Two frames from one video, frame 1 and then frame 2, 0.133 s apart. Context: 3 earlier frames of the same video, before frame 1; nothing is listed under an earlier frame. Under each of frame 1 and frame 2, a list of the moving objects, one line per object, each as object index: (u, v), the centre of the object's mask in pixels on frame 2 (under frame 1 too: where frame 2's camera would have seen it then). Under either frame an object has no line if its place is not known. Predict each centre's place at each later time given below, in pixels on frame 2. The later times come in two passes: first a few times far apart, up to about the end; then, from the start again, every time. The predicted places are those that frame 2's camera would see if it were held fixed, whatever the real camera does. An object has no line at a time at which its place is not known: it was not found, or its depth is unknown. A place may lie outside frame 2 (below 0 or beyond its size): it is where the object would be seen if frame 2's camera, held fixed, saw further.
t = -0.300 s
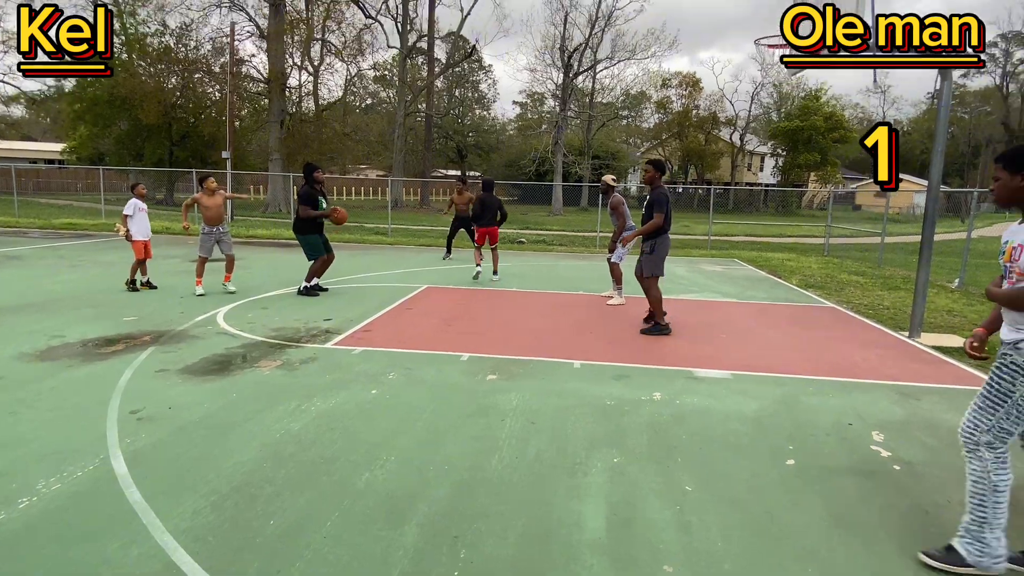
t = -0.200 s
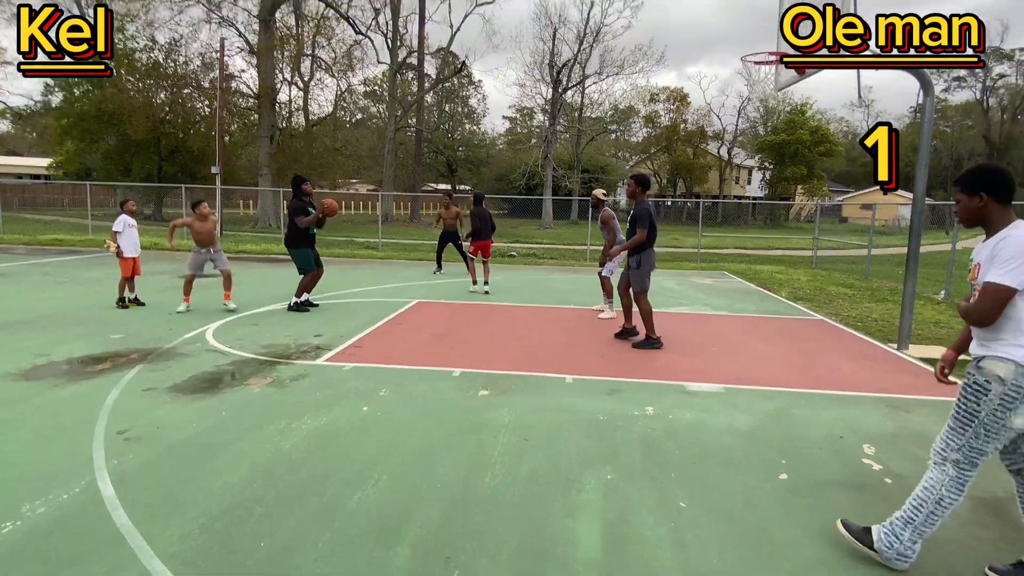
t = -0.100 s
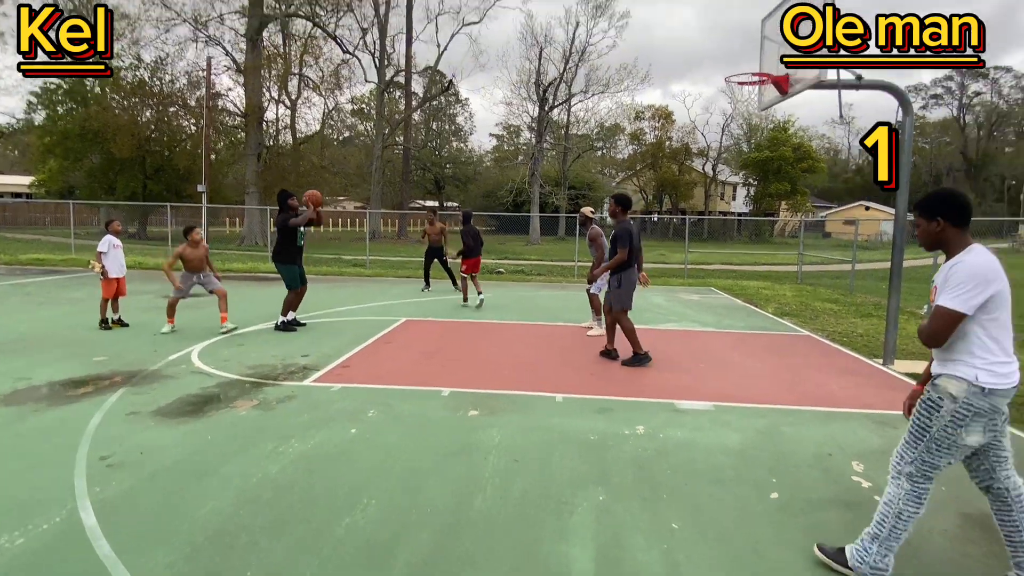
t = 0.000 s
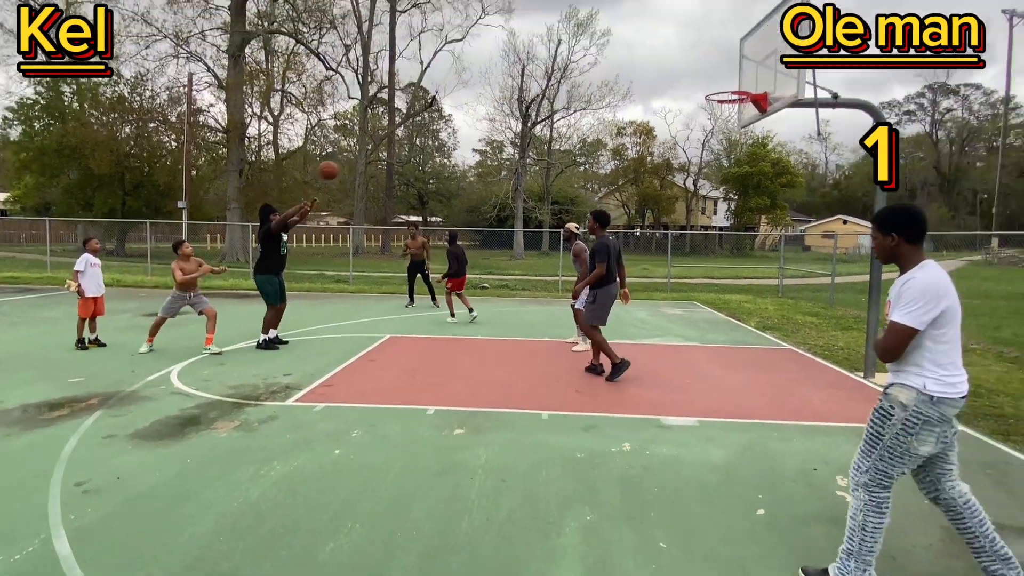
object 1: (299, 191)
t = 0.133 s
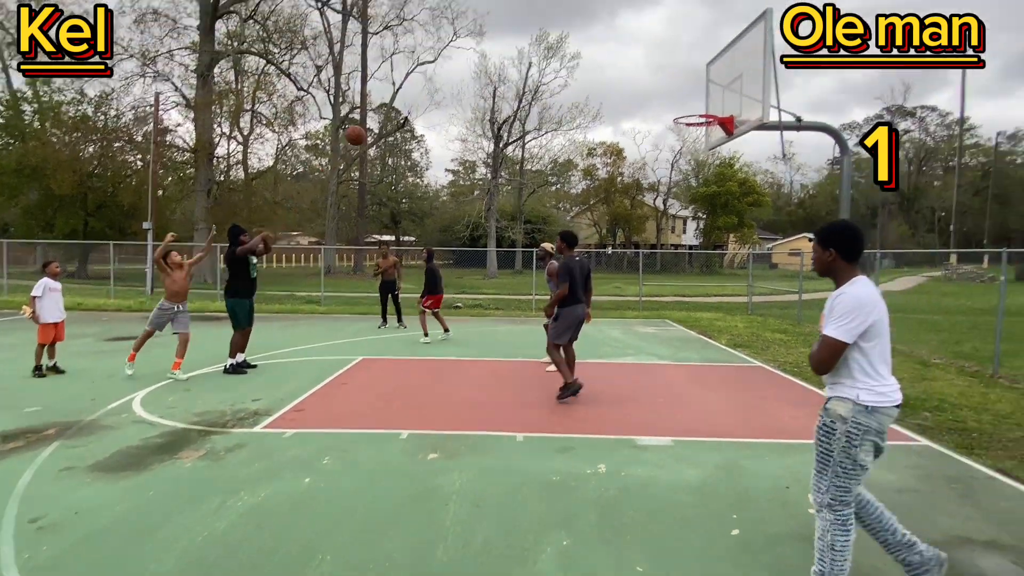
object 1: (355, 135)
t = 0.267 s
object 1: (412, 94)
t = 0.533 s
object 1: (527, 51)
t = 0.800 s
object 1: (652, 63)
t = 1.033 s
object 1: (690, 114)
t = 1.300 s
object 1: (622, 81)
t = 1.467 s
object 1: (579, 92)
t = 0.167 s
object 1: (369, 124)
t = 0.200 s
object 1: (384, 113)
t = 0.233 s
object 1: (398, 103)
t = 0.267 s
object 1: (412, 94)
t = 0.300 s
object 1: (426, 85)
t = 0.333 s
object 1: (440, 78)
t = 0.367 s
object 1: (454, 72)
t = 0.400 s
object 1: (469, 66)
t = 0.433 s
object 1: (483, 61)
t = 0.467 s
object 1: (498, 56)
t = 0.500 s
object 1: (513, 53)
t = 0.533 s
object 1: (527, 51)
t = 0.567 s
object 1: (542, 49)
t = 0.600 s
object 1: (557, 49)
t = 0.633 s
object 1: (572, 49)
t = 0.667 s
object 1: (588, 50)
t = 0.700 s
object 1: (604, 52)
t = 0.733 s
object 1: (621, 53)
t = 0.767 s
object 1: (636, 58)
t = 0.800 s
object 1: (652, 63)
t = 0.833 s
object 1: (668, 68)
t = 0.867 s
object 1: (683, 75)
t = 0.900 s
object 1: (698, 83)
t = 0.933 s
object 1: (713, 92)
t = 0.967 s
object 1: (707, 100)
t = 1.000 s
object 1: (699, 109)
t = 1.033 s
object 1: (690, 114)
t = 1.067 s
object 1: (682, 107)
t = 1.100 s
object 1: (674, 100)
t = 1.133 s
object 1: (666, 94)
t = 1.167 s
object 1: (657, 90)
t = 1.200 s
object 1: (648, 86)
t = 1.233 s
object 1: (640, 83)
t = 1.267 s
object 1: (631, 81)
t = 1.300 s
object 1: (622, 81)
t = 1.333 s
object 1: (614, 81)
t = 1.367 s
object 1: (605, 82)
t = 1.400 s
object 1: (596, 84)
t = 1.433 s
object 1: (588, 87)
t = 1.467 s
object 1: (579, 92)
